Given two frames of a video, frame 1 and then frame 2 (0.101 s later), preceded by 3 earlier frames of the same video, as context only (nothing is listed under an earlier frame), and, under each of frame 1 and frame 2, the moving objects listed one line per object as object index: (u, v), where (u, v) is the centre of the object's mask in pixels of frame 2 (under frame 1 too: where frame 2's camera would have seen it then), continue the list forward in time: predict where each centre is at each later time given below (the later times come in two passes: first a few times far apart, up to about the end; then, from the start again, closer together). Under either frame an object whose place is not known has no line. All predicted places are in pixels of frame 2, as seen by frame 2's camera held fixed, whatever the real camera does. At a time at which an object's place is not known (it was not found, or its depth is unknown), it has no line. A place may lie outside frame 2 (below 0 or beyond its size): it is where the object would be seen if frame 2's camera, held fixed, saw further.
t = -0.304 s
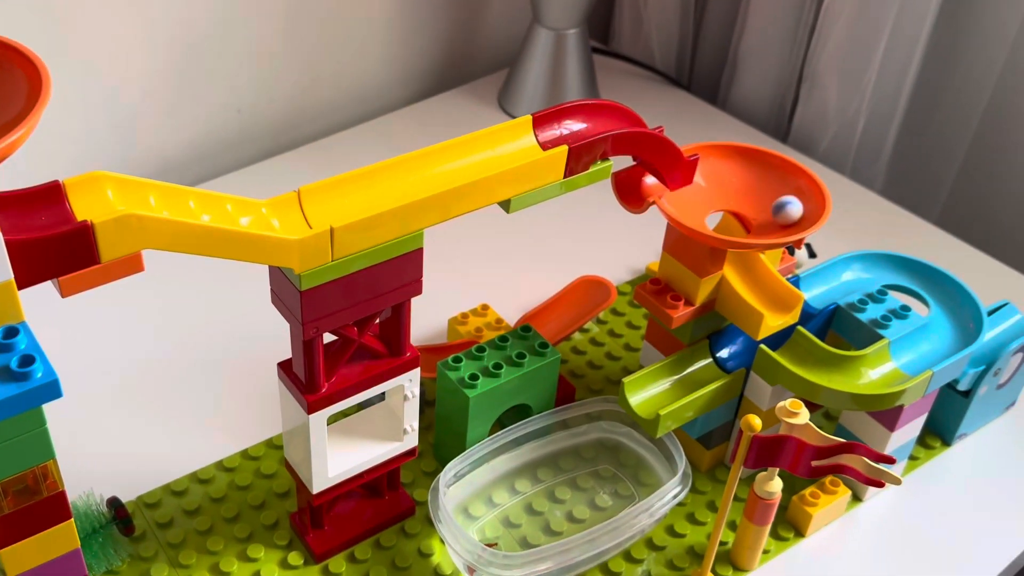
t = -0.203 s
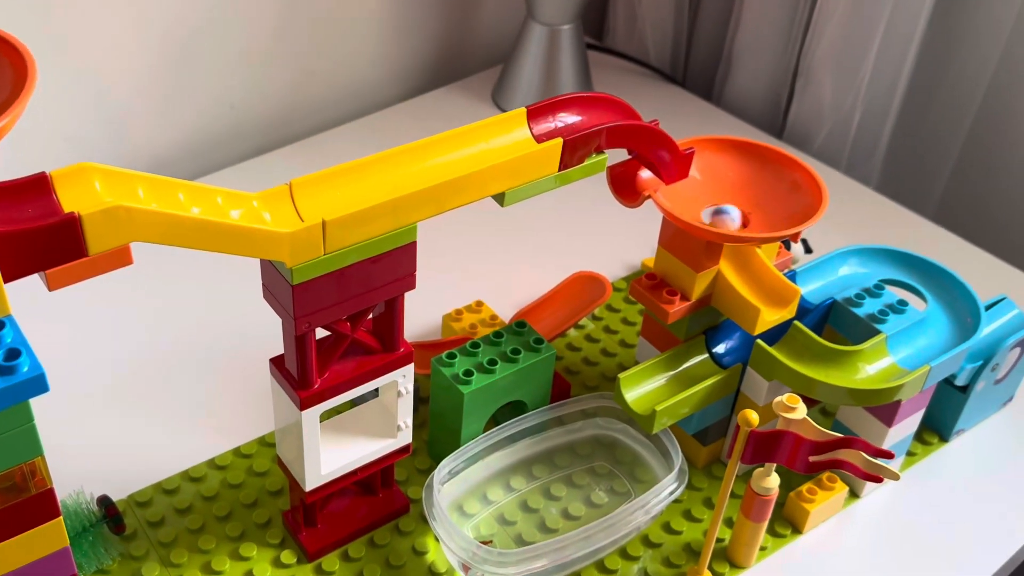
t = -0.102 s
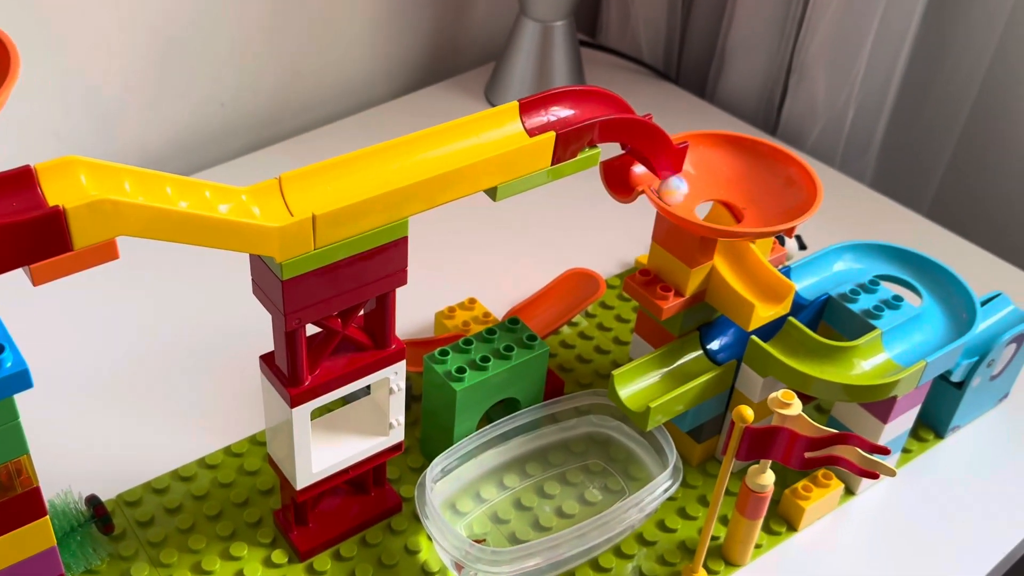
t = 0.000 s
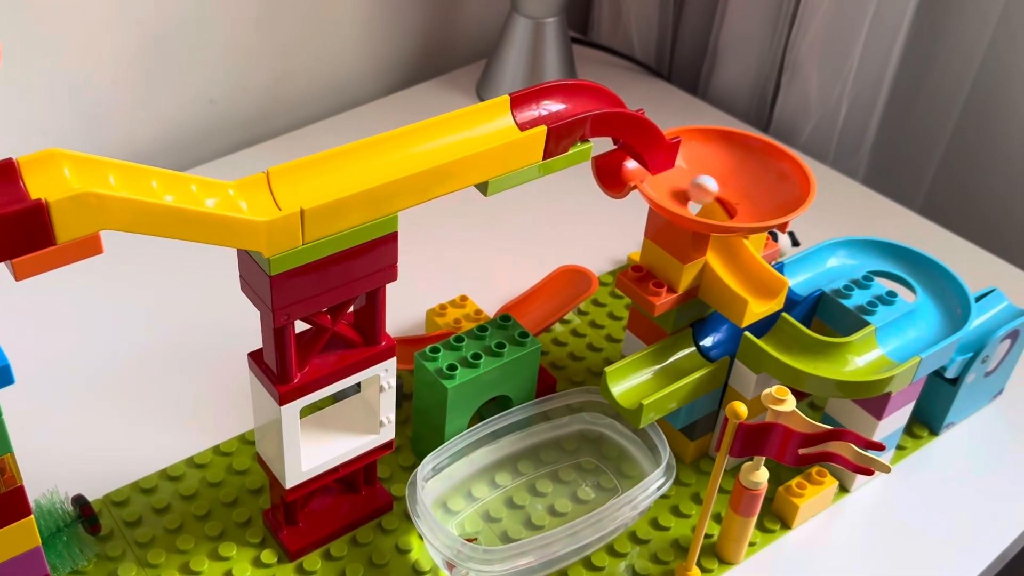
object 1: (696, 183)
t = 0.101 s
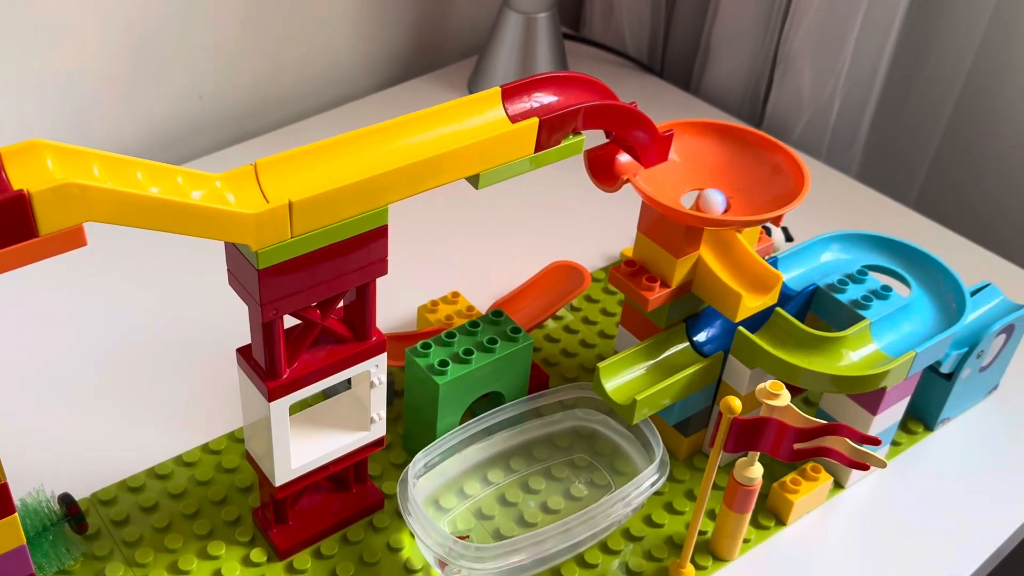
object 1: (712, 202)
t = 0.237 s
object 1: (689, 197)
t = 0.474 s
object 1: (716, 235)
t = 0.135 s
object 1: (704, 202)
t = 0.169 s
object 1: (698, 201)
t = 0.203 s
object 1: (692, 199)
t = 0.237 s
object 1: (689, 197)
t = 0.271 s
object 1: (688, 195)
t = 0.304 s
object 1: (691, 192)
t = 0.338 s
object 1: (703, 191)
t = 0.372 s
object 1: (716, 203)
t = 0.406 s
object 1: (701, 207)
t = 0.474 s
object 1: (716, 235)
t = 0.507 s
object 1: (727, 246)
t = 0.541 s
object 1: (734, 269)
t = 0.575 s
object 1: (750, 283)
